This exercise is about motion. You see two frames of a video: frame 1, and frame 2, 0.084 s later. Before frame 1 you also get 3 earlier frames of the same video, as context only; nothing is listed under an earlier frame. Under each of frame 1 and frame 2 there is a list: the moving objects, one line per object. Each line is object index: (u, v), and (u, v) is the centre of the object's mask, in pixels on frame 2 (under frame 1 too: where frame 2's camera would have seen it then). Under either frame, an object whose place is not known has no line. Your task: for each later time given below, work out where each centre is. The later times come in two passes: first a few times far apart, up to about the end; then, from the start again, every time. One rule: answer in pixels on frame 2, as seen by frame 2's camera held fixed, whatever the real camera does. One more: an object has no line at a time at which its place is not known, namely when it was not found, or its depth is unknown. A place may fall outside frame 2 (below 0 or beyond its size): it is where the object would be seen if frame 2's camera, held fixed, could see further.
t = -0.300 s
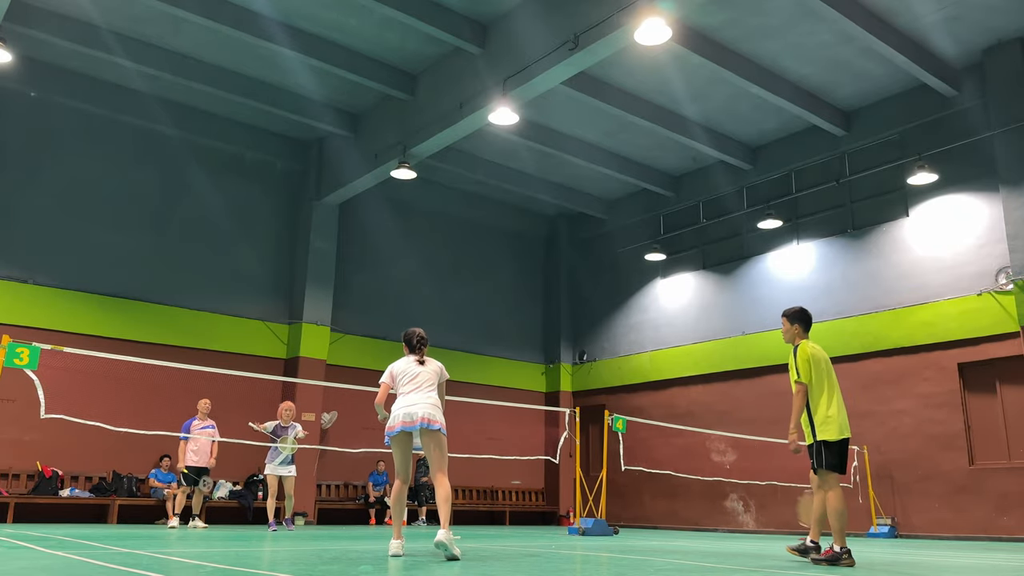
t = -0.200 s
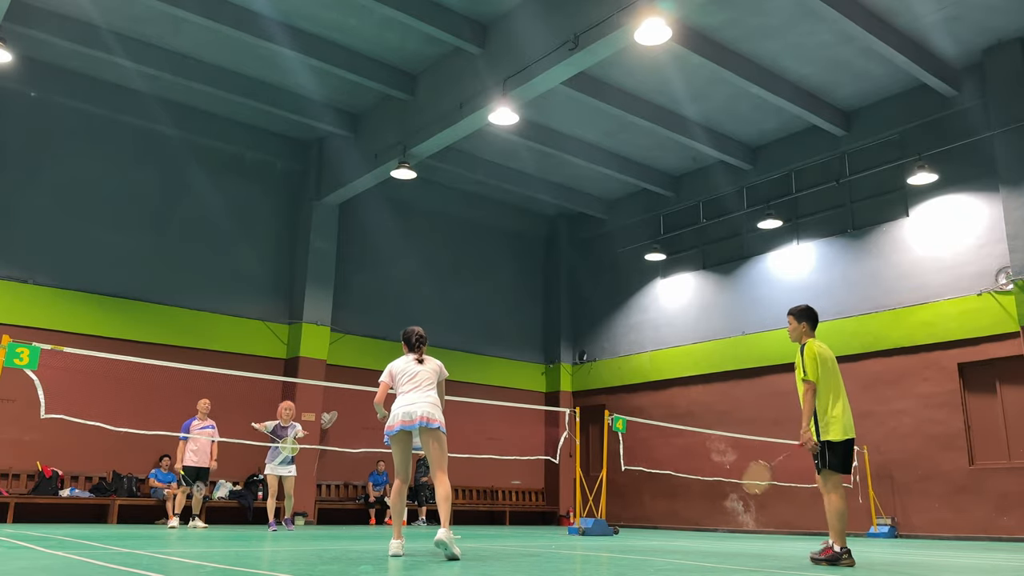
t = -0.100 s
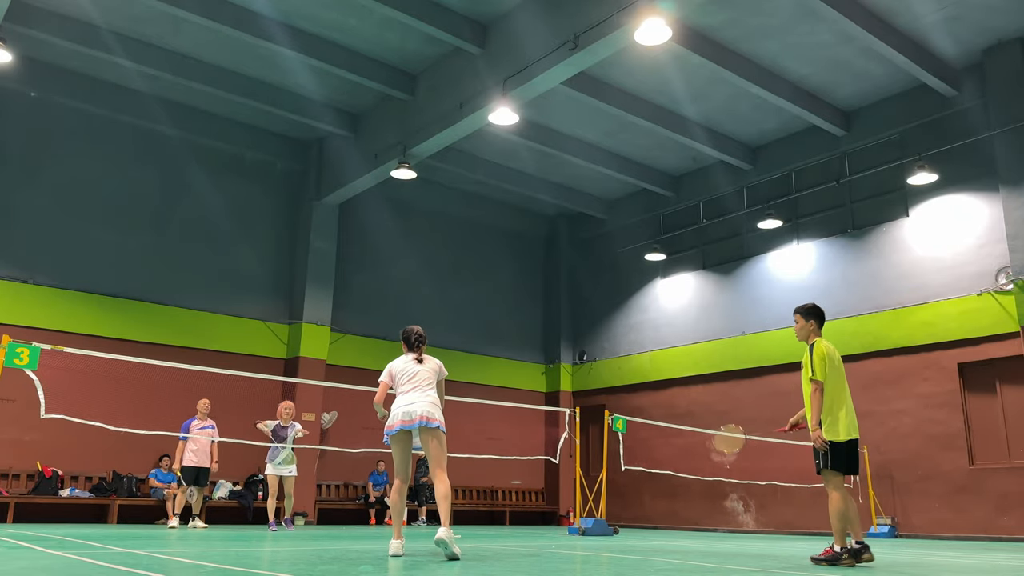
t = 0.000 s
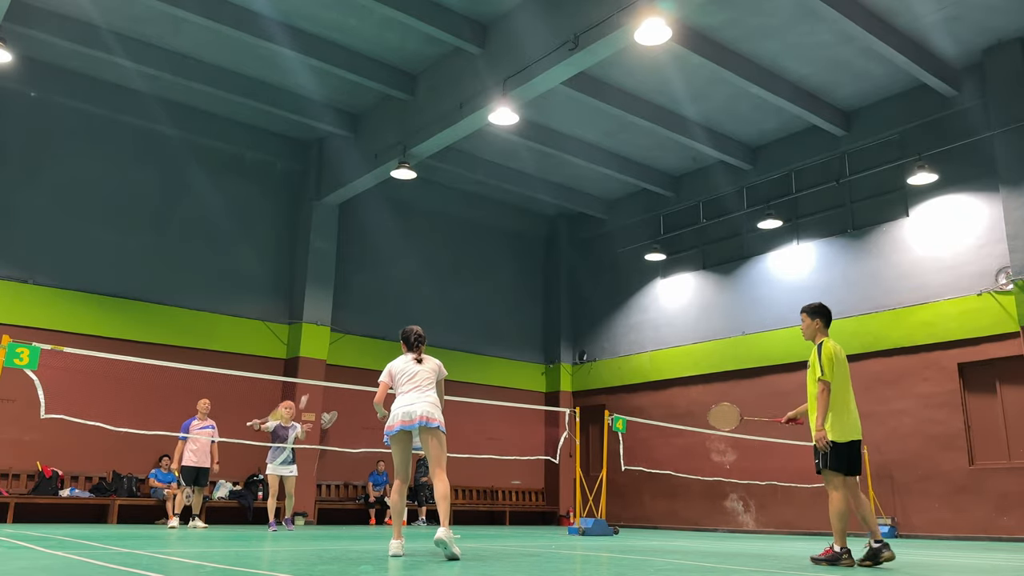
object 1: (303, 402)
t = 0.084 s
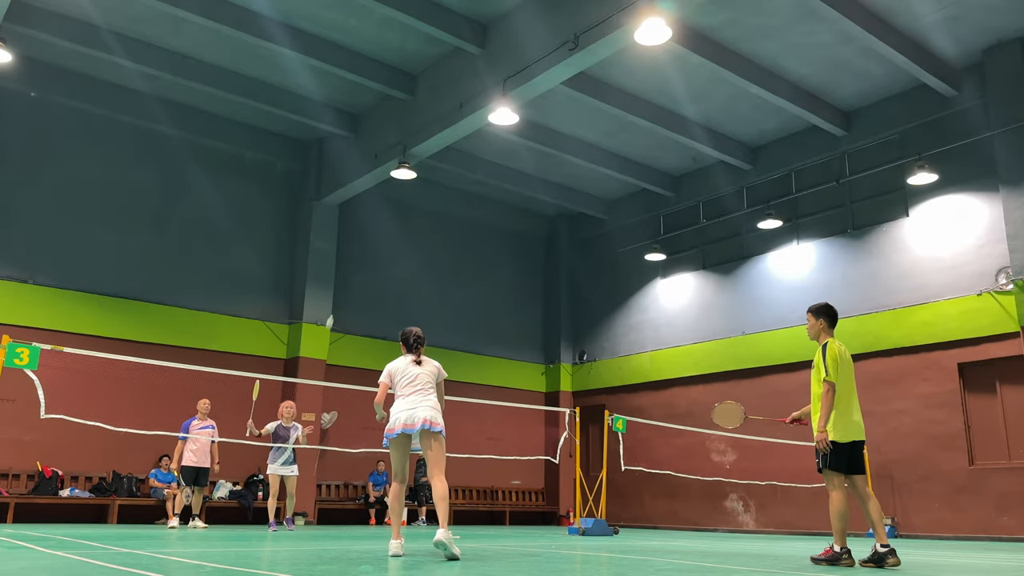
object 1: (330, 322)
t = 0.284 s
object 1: (372, 185)
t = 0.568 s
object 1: (418, 69)
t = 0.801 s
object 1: (448, 35)
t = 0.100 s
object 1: (333, 309)
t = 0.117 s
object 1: (337, 295)
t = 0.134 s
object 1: (341, 282)
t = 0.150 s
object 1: (345, 270)
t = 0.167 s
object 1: (348, 258)
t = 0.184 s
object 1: (352, 246)
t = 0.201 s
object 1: (355, 235)
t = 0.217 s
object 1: (359, 225)
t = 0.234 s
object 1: (363, 214)
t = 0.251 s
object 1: (366, 204)
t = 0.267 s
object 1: (369, 195)
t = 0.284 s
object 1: (372, 185)
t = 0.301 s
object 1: (375, 176)
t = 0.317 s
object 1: (378, 167)
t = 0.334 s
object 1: (381, 159)
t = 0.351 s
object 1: (384, 151)
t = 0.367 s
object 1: (387, 143)
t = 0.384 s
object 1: (390, 135)
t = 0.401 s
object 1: (393, 128)
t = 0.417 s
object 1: (396, 121)
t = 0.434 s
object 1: (399, 114)
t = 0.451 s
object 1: (401, 108)
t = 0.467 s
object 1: (404, 101)
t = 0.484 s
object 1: (406, 95)
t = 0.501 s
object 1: (409, 90)
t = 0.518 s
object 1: (411, 84)
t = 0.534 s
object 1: (414, 79)
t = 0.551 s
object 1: (416, 74)
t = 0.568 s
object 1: (418, 69)
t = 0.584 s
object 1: (421, 65)
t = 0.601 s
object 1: (423, 61)
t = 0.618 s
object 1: (425, 57)
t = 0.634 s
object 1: (427, 54)
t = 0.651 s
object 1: (429, 51)
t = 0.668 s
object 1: (432, 47)
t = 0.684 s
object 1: (434, 45)
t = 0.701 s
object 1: (436, 43)
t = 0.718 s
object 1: (438, 41)
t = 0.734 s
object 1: (440, 39)
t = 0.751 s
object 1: (442, 38)
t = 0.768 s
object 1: (444, 37)
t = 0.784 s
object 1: (446, 36)
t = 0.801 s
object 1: (448, 35)
